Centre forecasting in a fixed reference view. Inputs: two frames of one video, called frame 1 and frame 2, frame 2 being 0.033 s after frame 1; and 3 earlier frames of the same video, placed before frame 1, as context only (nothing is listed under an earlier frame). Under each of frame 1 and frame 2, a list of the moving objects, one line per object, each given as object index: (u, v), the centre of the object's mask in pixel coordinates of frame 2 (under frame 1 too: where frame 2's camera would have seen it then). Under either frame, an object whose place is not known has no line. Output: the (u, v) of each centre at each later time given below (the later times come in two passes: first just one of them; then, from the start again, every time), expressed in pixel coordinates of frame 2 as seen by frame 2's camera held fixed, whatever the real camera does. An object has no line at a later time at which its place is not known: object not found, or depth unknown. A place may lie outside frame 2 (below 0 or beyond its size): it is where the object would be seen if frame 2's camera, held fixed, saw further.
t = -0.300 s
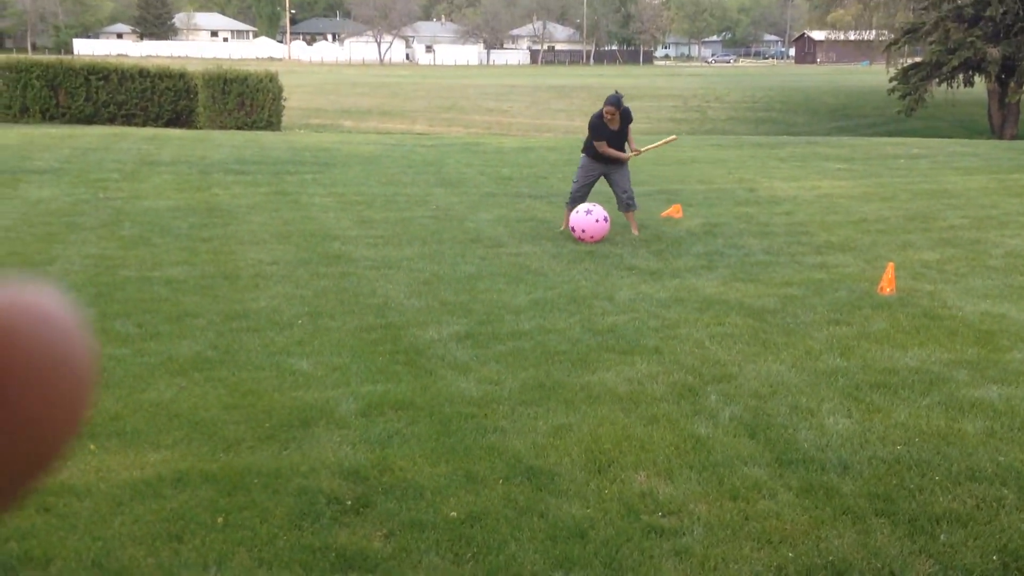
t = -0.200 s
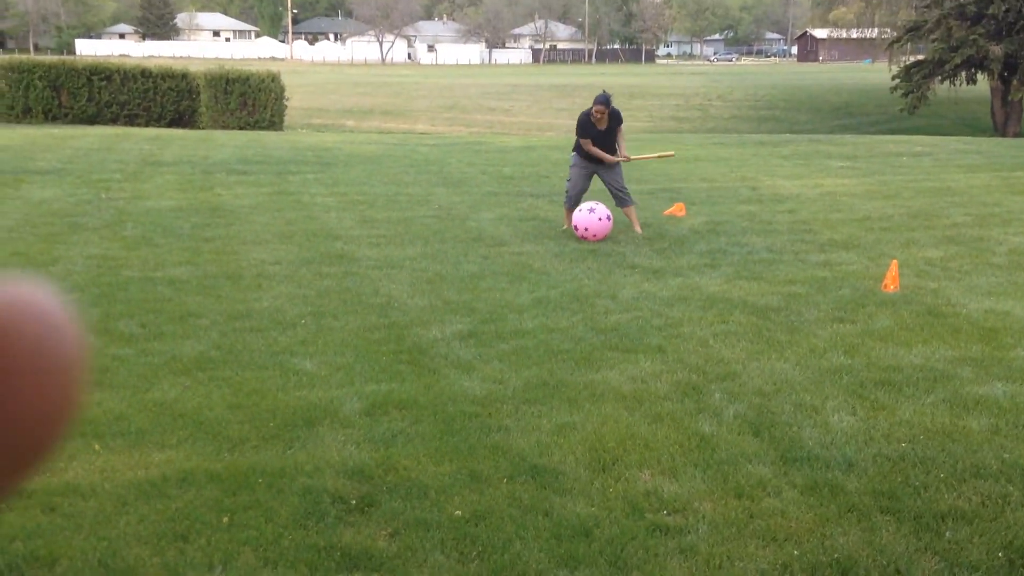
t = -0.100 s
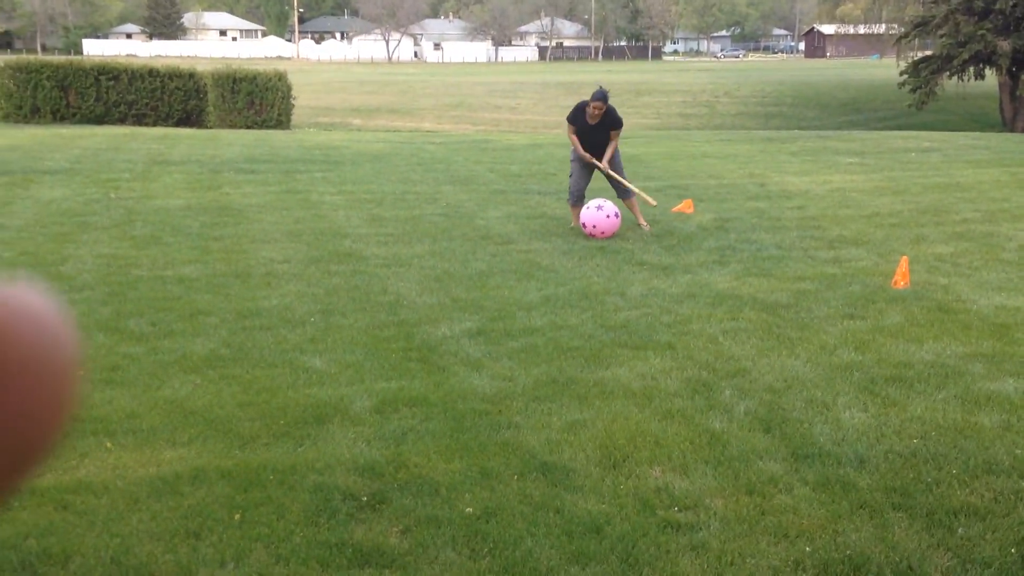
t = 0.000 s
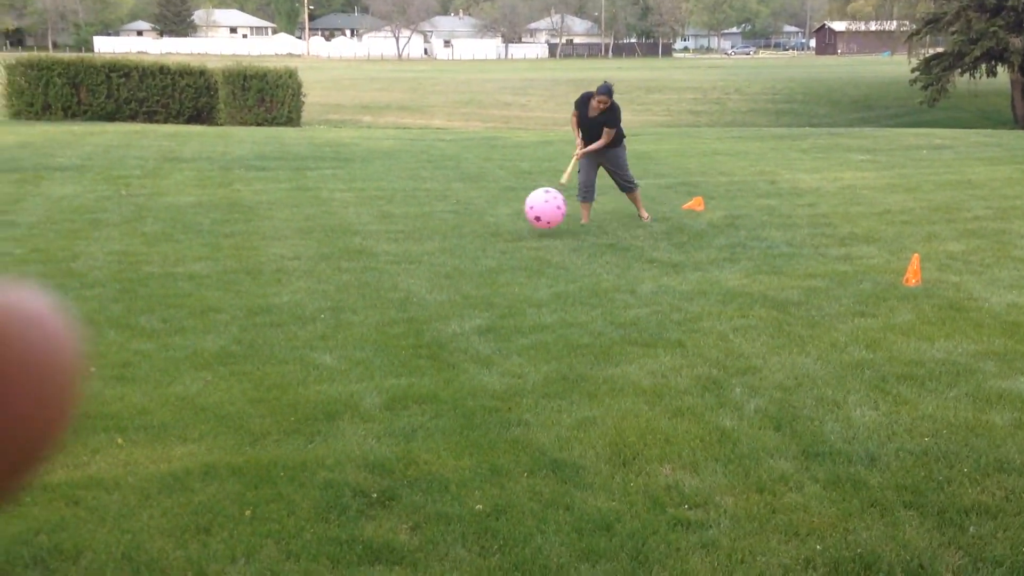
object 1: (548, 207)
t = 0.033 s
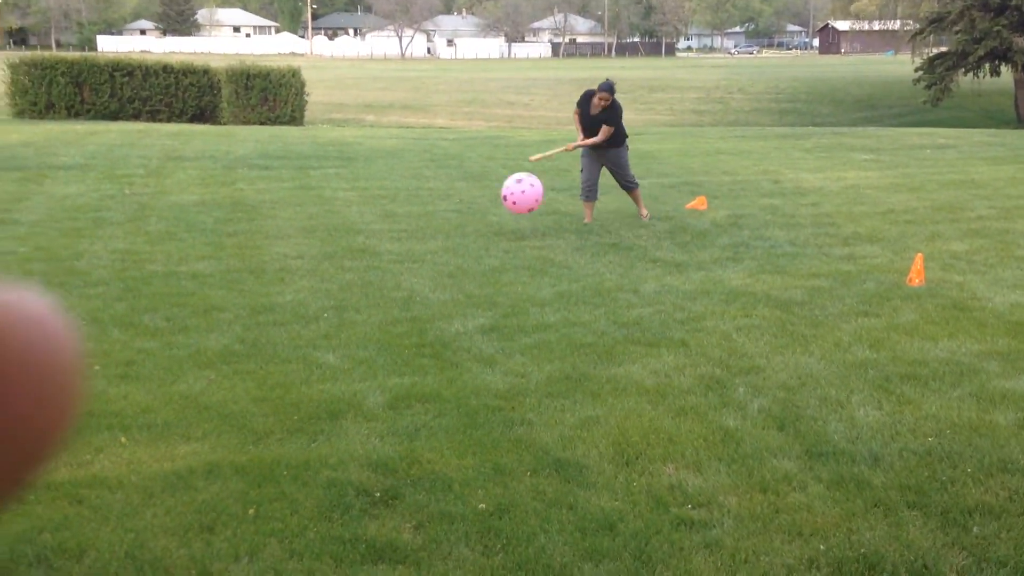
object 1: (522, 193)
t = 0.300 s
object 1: (310, 142)
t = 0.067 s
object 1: (495, 180)
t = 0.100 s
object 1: (466, 170)
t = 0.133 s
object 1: (439, 161)
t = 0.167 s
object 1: (414, 154)
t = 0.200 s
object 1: (387, 147)
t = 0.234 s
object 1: (359, 143)
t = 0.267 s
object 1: (334, 142)
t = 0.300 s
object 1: (310, 142)
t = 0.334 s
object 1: (285, 141)
